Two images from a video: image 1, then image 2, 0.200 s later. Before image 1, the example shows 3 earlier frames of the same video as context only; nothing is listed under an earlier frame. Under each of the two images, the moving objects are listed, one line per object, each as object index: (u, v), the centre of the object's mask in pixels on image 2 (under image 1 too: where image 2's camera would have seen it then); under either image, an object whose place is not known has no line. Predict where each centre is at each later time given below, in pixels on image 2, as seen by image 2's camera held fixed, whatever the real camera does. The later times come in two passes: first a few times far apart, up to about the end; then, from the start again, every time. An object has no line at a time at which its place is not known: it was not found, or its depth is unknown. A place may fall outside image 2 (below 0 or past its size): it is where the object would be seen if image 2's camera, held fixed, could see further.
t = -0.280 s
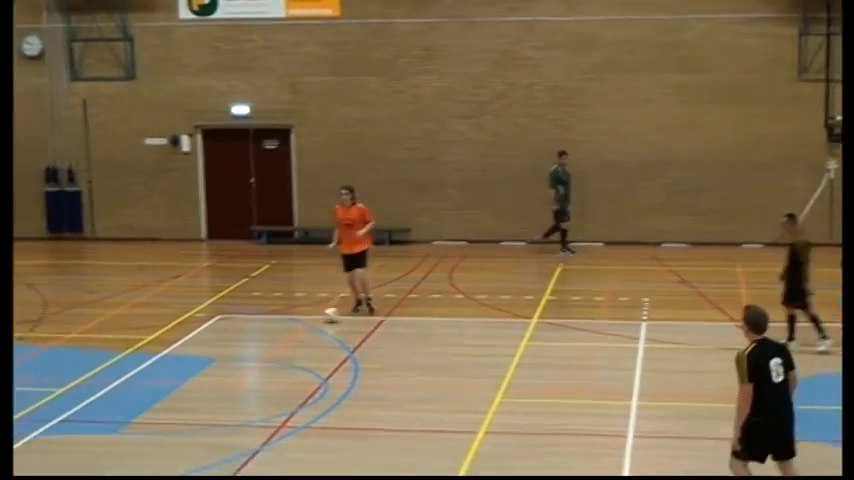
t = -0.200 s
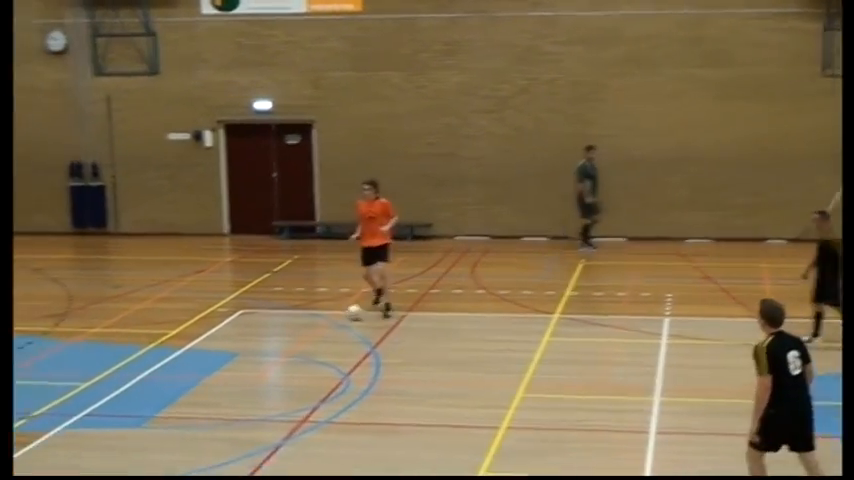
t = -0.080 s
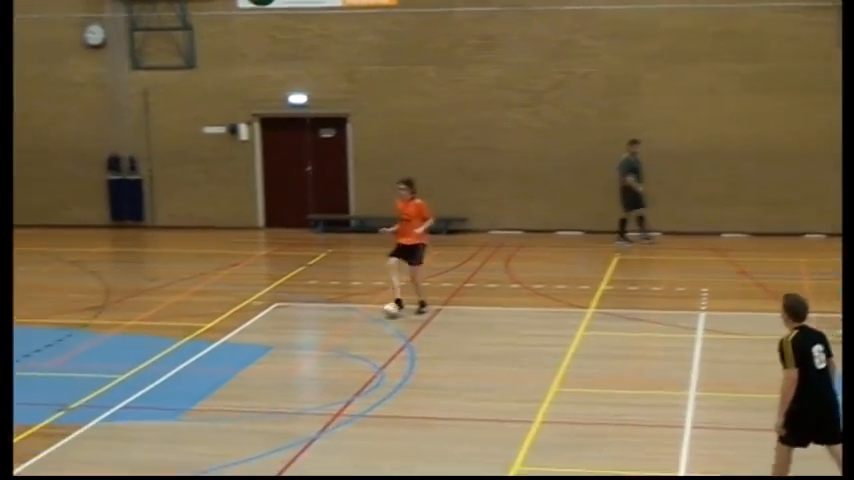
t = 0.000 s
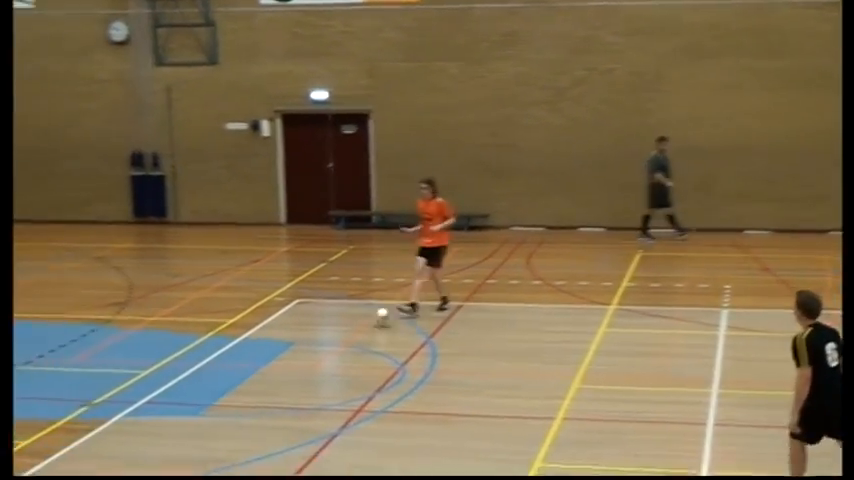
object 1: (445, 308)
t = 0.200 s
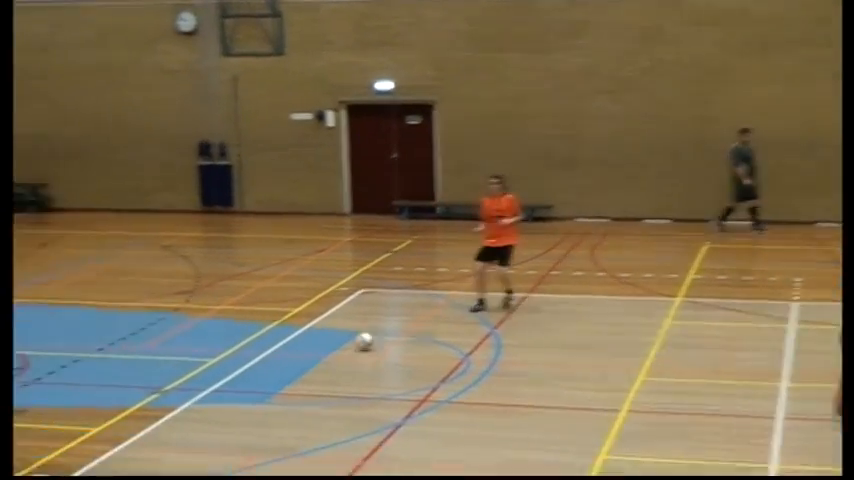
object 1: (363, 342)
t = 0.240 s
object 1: (347, 349)
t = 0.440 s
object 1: (264, 382)
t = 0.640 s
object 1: (177, 418)
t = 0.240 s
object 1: (347, 349)
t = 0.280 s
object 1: (331, 356)
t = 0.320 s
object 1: (315, 362)
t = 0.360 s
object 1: (298, 368)
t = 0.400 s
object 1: (282, 375)
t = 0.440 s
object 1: (264, 382)
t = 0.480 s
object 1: (246, 388)
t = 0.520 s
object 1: (229, 396)
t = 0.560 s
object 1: (212, 403)
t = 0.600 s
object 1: (196, 411)
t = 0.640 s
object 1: (177, 418)
